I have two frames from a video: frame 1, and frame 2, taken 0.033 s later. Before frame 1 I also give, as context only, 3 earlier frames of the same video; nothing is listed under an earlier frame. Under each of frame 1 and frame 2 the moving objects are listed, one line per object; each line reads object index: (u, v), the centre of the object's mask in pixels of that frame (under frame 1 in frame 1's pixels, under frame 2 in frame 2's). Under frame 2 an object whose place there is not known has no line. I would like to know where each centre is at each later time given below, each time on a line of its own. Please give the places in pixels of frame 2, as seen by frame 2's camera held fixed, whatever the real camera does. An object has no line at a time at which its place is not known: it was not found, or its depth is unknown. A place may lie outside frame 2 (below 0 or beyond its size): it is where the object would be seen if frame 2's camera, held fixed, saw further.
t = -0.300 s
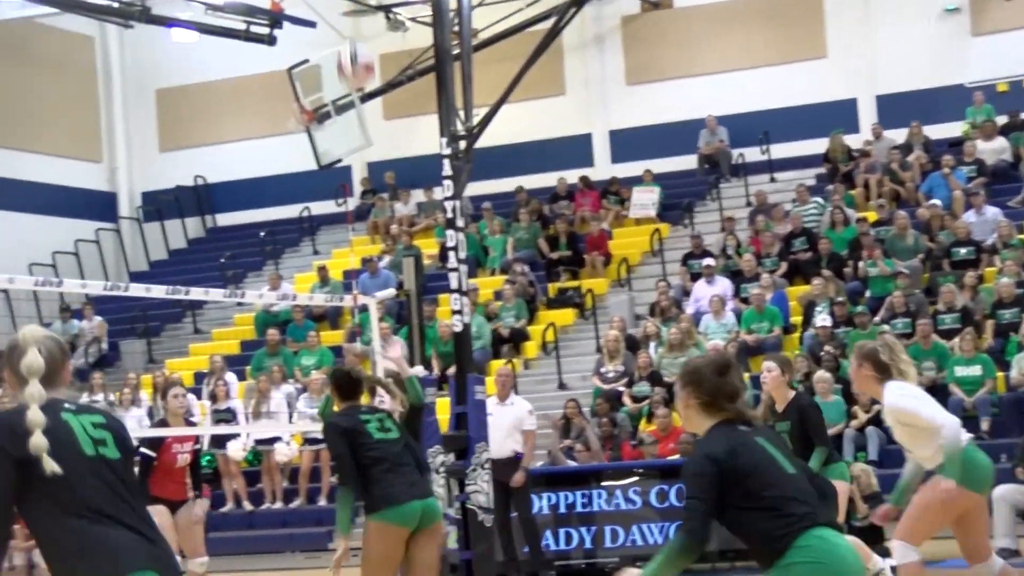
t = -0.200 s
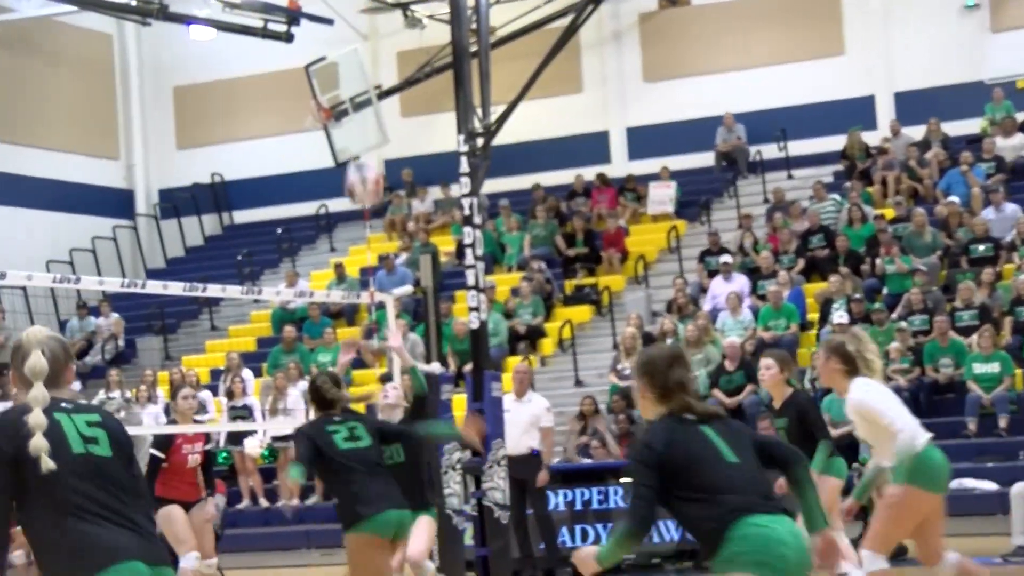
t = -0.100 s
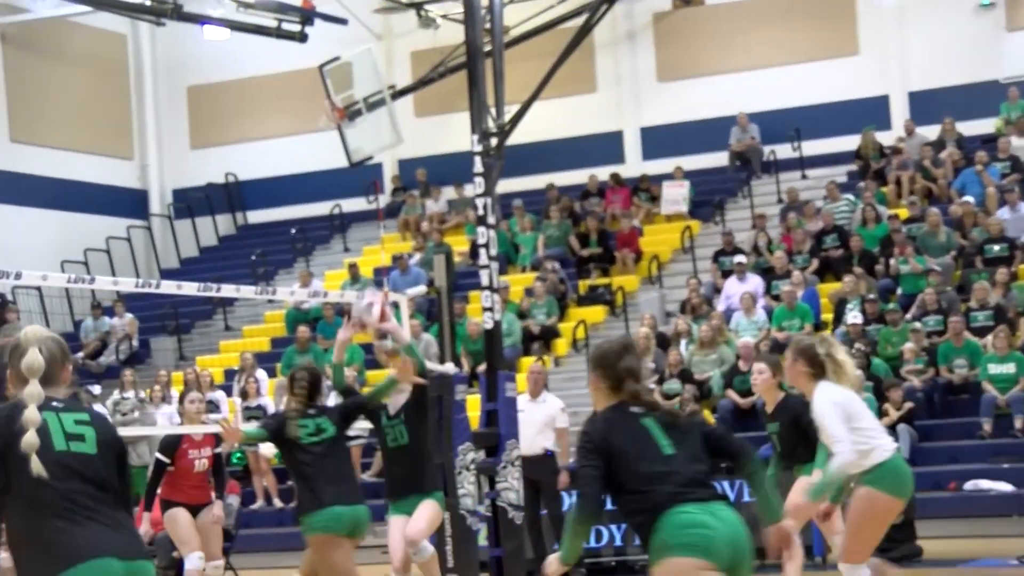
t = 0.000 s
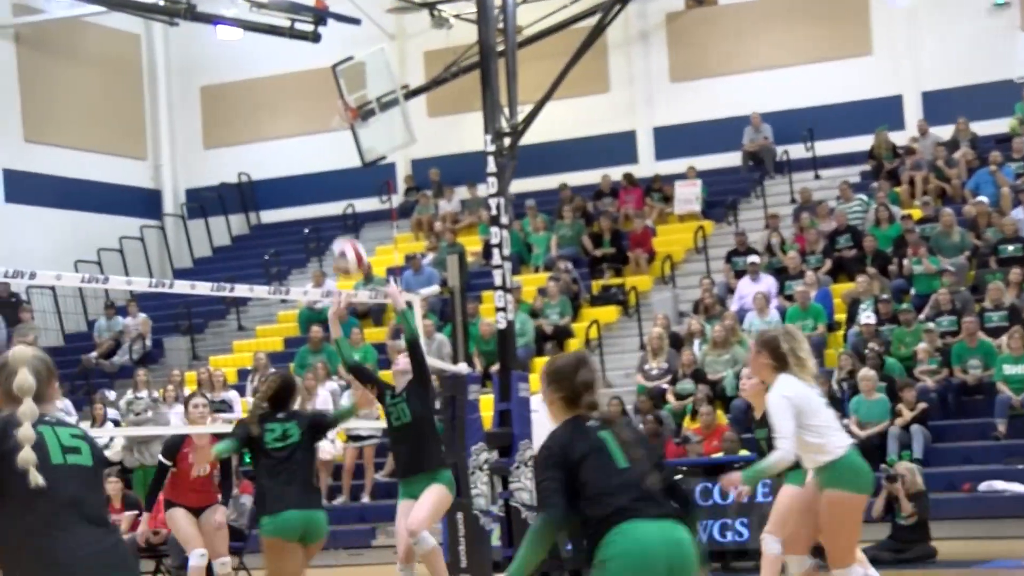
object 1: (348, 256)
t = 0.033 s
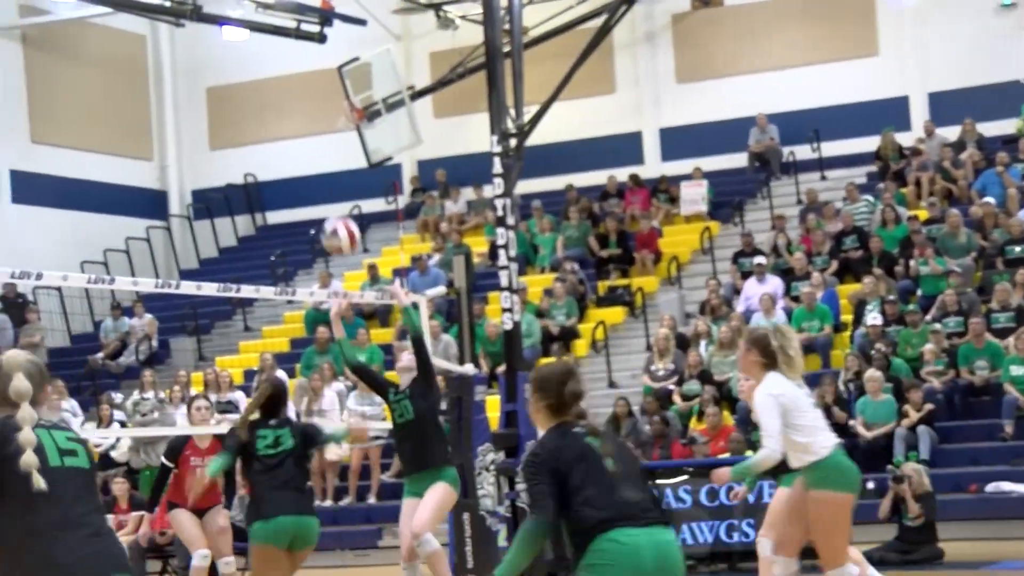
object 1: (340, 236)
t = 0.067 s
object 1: (325, 214)
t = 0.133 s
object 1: (297, 179)
